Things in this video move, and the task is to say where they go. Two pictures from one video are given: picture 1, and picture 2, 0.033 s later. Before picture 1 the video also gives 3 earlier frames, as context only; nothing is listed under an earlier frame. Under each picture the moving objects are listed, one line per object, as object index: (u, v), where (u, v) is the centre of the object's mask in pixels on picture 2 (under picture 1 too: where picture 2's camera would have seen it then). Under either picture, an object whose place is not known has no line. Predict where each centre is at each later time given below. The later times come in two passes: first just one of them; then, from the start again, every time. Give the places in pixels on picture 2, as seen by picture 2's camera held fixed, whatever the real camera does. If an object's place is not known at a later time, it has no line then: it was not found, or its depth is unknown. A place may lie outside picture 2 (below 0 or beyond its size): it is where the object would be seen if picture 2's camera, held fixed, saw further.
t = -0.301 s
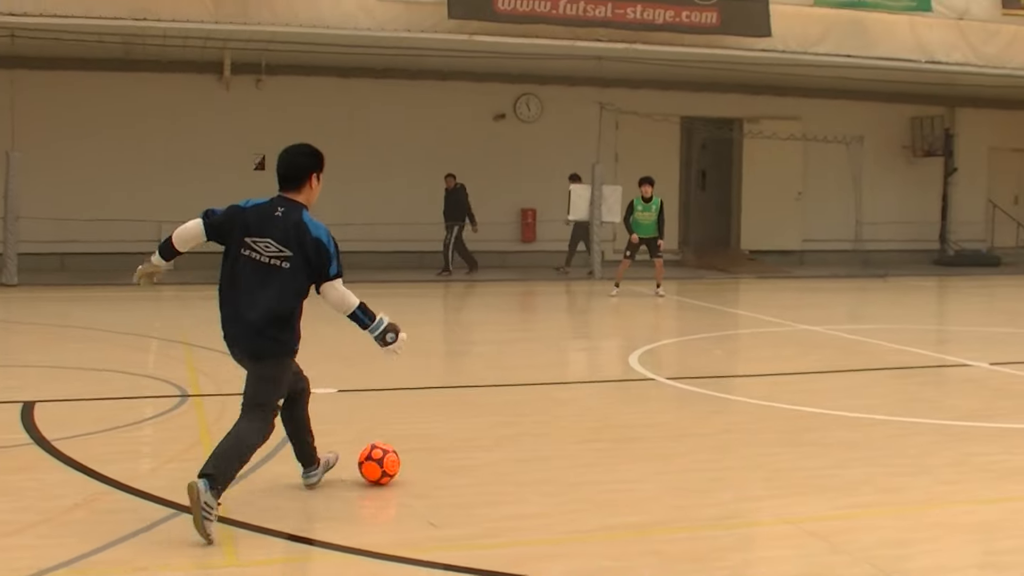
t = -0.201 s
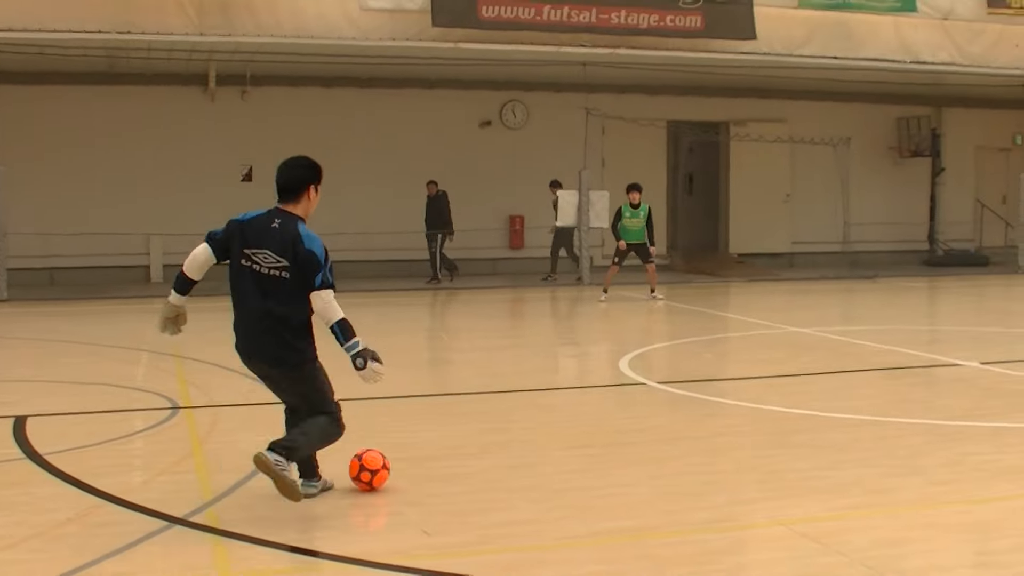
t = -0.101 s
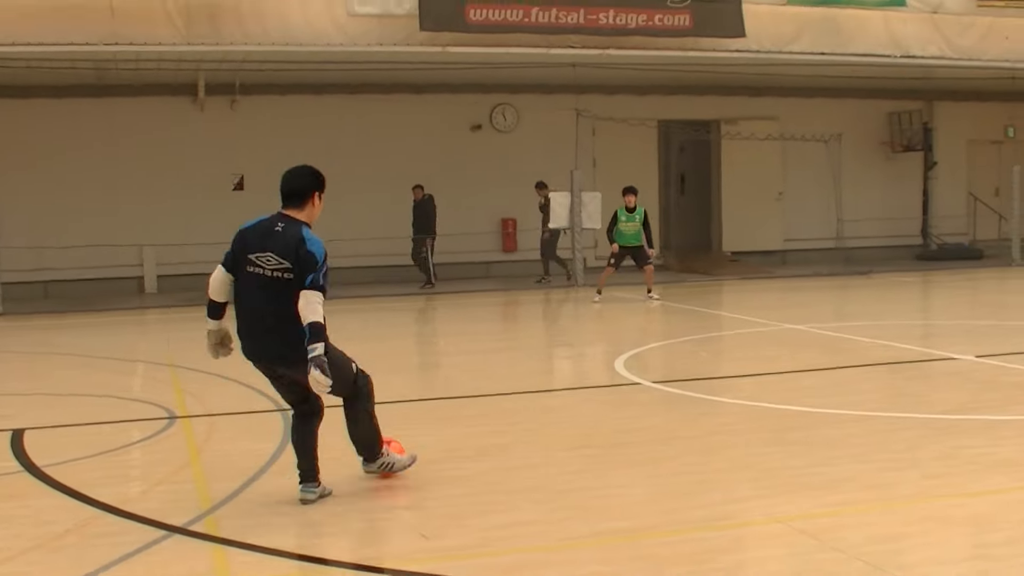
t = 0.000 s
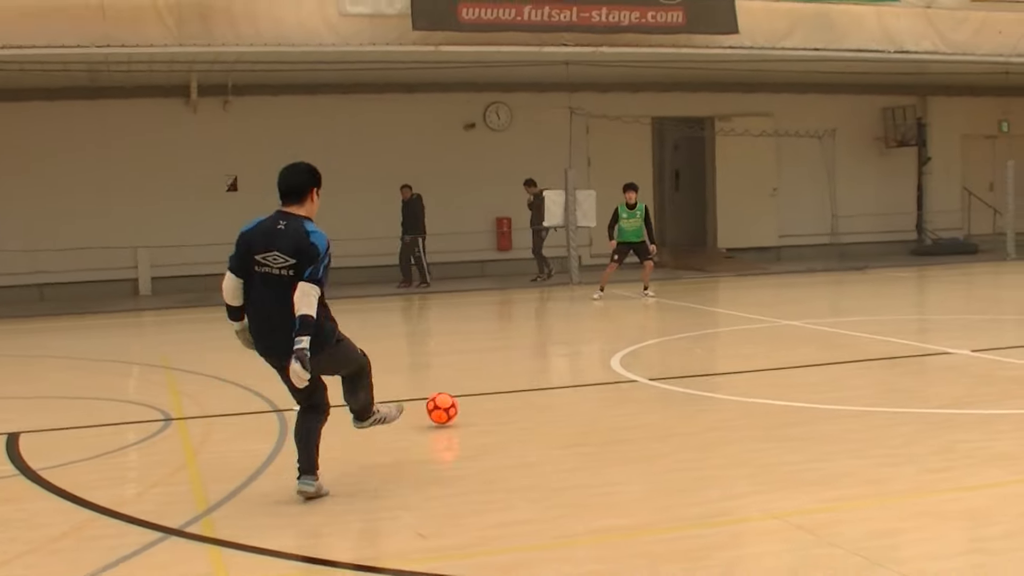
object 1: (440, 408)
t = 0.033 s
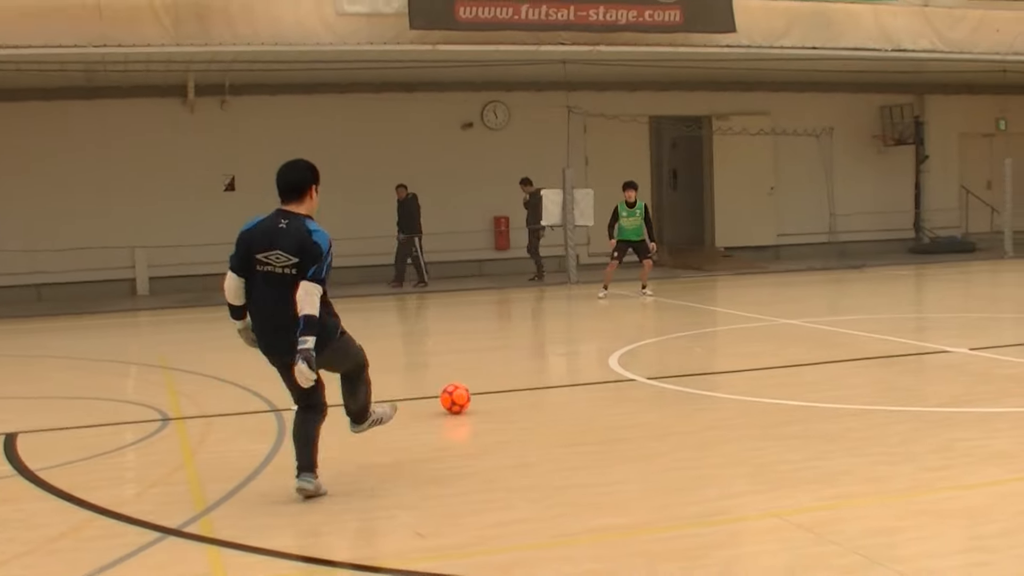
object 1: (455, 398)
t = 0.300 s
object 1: (525, 339)
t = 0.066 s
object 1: (468, 387)
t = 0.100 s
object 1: (480, 378)
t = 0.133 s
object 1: (490, 370)
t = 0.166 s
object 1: (499, 362)
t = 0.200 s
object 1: (507, 355)
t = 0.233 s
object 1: (514, 349)
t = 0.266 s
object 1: (520, 344)
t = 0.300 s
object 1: (525, 339)
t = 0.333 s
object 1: (530, 333)
